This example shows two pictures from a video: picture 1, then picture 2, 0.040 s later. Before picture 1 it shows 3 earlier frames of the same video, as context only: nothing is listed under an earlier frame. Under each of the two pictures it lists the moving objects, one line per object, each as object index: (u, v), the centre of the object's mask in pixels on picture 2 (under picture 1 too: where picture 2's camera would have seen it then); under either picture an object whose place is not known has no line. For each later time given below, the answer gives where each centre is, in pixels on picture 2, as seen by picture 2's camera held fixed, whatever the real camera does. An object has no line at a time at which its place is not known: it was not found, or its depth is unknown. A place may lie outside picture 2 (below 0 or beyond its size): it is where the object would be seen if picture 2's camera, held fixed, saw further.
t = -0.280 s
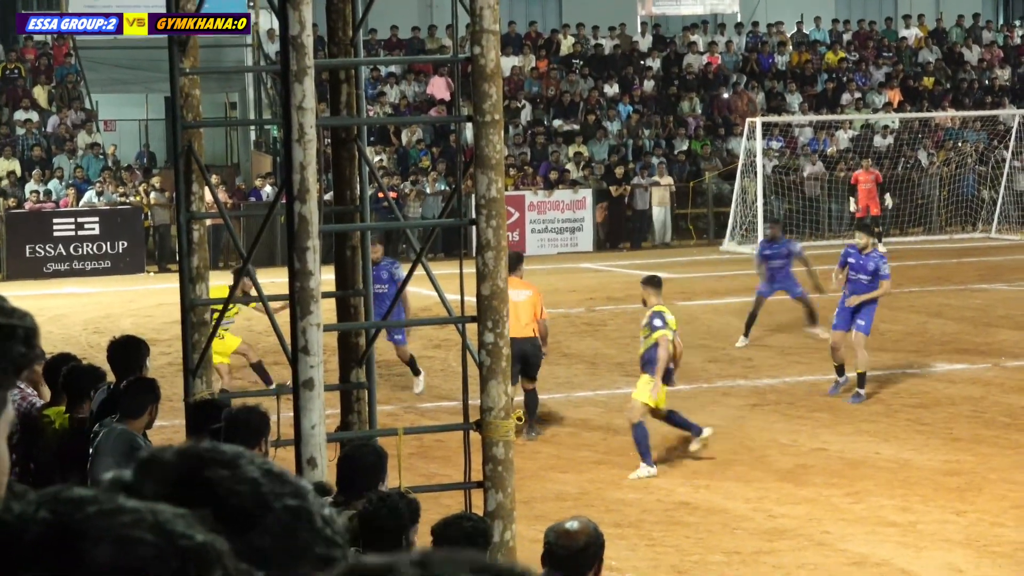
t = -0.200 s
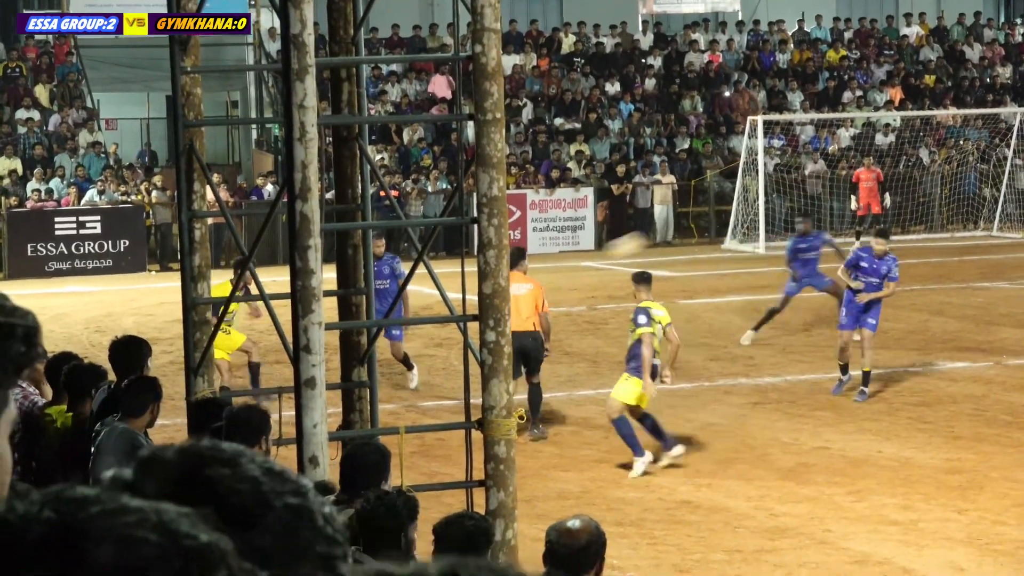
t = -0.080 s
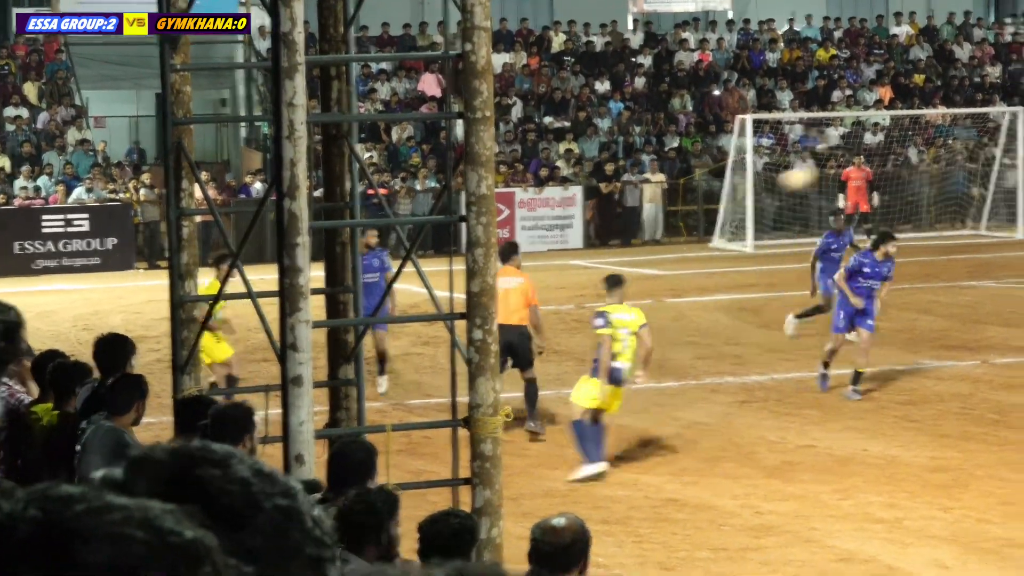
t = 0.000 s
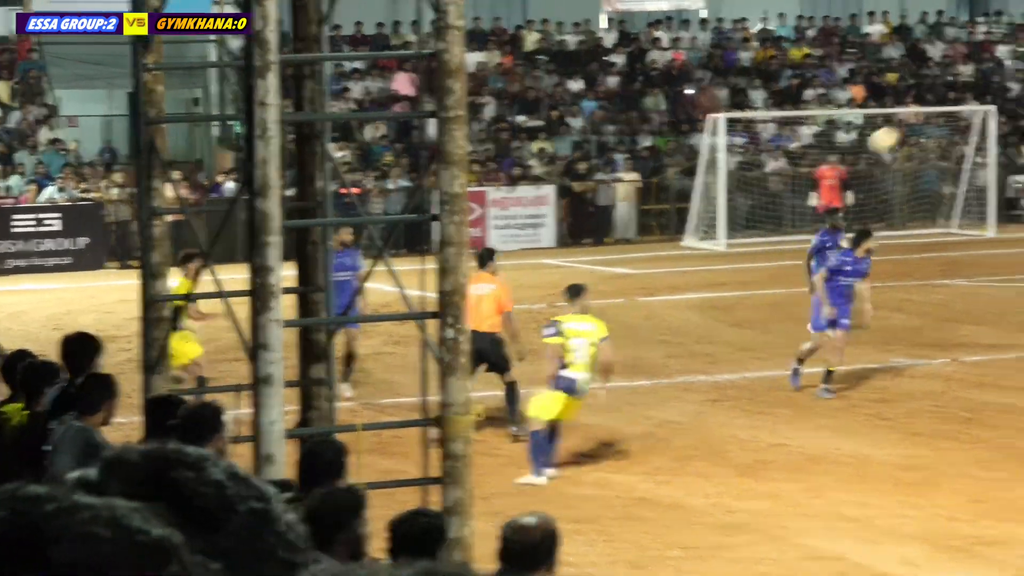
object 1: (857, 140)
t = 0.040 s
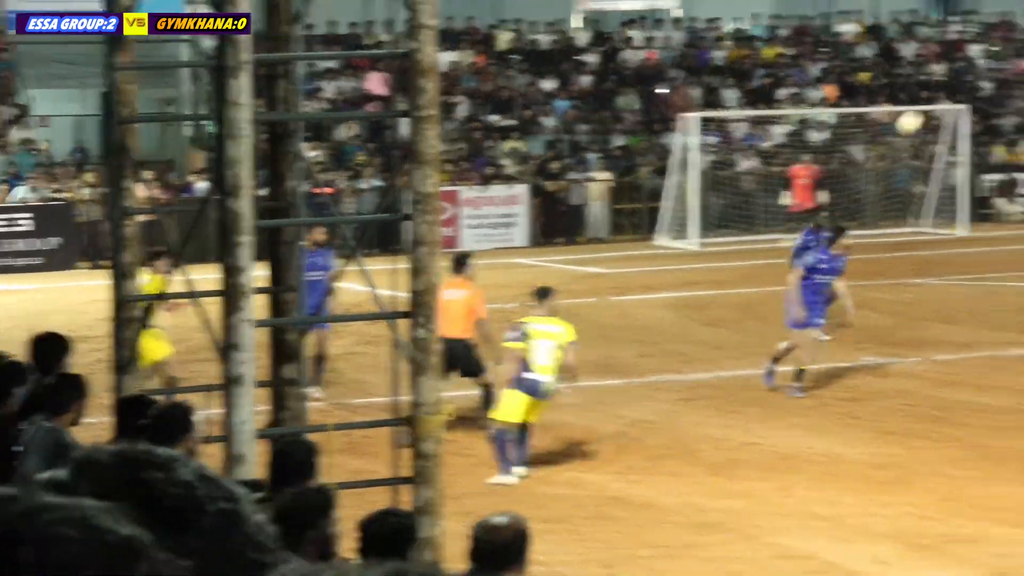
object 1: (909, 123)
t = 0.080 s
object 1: (963, 106)
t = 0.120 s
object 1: (1008, 93)
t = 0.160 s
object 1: (1058, 81)
